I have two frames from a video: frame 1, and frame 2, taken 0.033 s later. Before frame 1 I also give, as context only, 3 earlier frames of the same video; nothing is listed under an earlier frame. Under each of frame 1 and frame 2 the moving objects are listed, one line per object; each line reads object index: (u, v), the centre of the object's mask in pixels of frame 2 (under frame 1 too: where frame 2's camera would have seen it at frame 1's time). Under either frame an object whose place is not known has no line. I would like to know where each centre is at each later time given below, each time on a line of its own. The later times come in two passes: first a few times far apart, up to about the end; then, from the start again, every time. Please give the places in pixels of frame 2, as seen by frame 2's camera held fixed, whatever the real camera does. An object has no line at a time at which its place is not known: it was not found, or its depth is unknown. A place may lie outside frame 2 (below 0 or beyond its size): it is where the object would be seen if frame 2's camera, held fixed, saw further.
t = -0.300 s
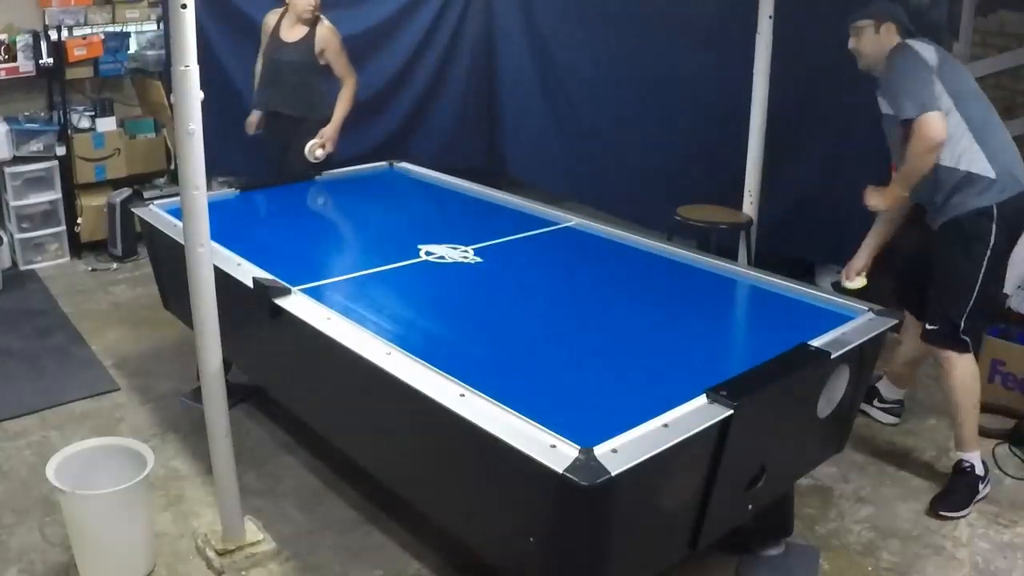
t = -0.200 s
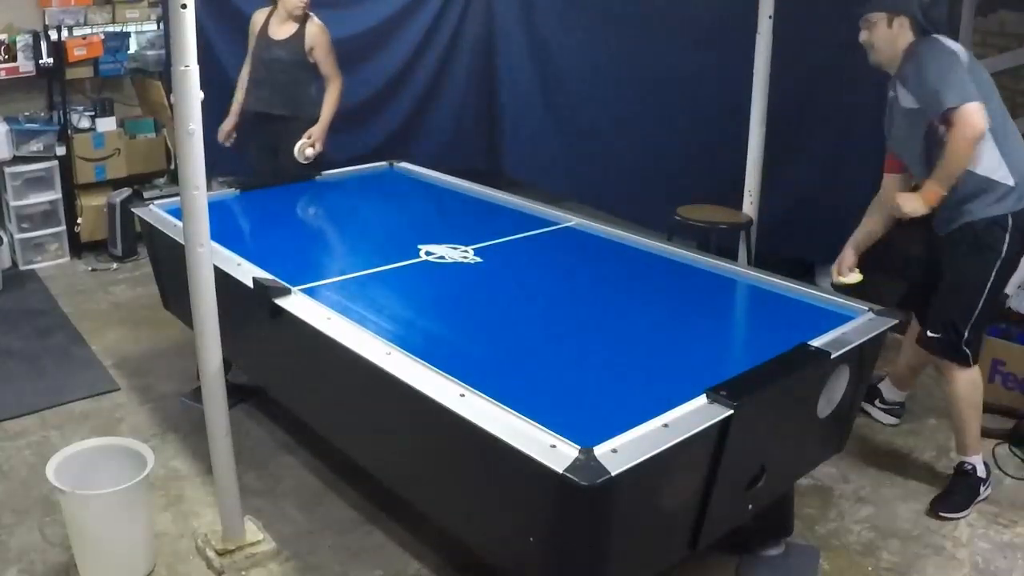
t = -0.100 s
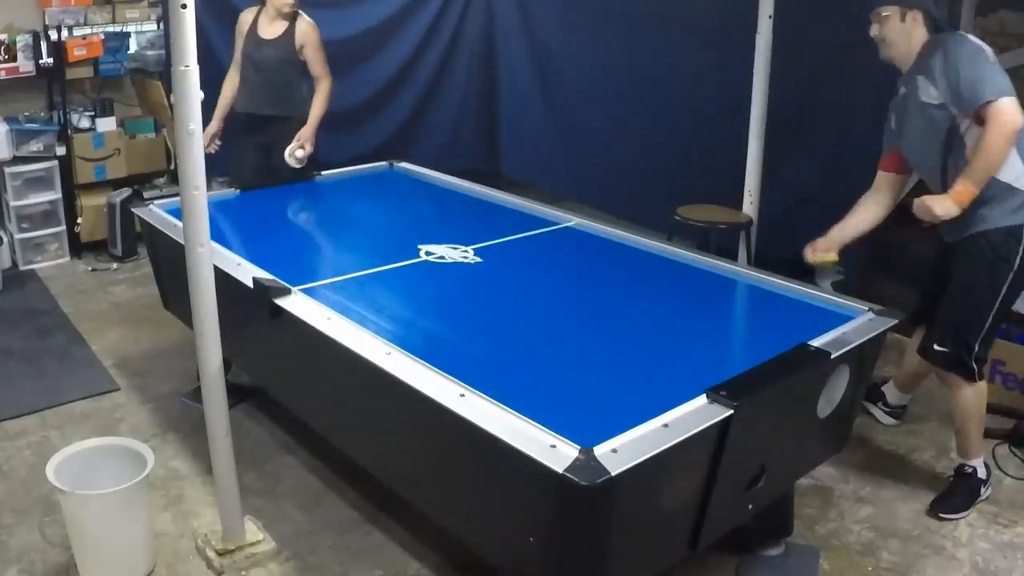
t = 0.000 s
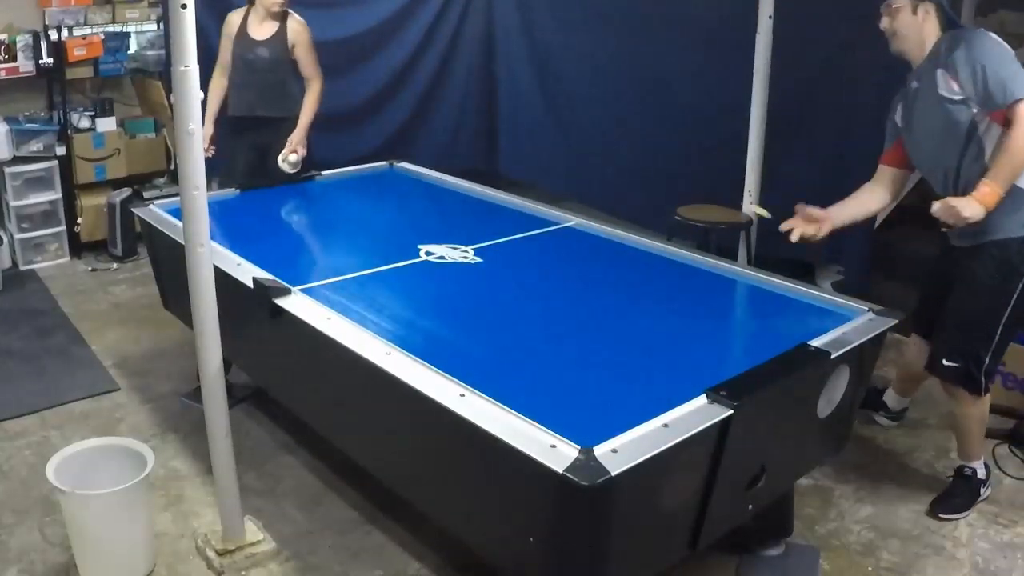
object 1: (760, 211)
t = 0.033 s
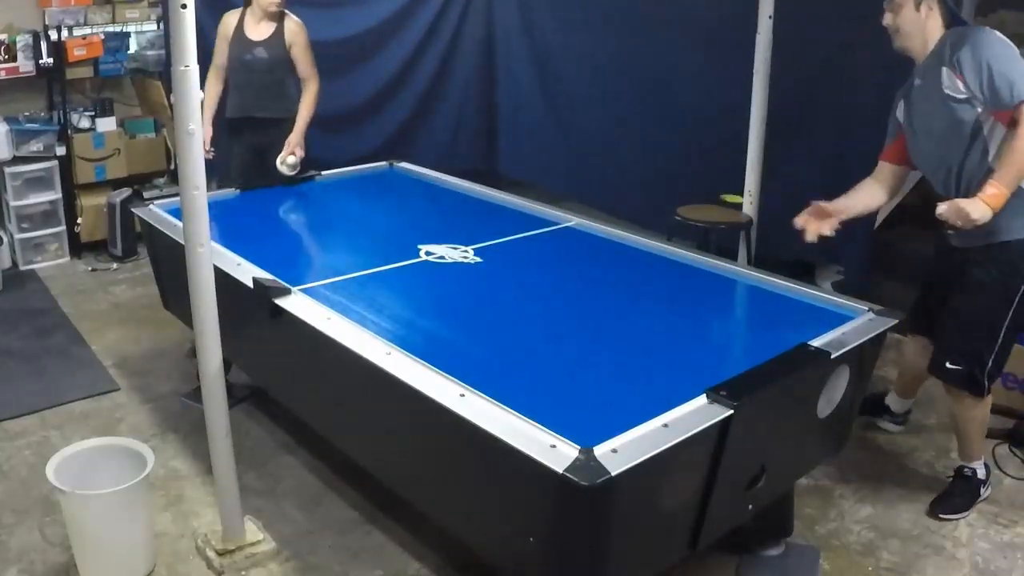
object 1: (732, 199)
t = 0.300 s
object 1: (562, 236)
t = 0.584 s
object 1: (428, 213)
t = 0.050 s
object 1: (724, 196)
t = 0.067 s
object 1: (714, 193)
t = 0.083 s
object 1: (703, 192)
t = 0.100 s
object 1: (690, 191)
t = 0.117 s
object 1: (680, 190)
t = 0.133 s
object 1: (670, 191)
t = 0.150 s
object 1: (658, 192)
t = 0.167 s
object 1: (647, 194)
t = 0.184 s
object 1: (637, 197)
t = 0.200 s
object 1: (625, 202)
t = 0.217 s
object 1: (615, 206)
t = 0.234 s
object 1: (605, 210)
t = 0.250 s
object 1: (594, 216)
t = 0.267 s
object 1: (581, 221)
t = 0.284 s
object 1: (574, 231)
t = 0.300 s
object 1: (562, 236)
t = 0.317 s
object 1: (555, 234)
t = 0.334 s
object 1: (545, 227)
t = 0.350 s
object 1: (536, 222)
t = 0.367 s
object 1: (528, 218)
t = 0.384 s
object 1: (520, 216)
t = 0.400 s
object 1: (512, 213)
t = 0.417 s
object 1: (505, 211)
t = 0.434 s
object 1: (496, 210)
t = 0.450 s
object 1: (487, 210)
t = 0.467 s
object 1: (478, 211)
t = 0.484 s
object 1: (471, 212)
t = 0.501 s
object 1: (464, 214)
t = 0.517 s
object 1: (457, 216)
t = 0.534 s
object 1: (449, 219)
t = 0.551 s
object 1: (441, 219)
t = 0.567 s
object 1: (435, 216)
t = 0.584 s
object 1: (428, 213)
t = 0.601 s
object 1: (422, 211)
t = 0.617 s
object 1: (415, 209)
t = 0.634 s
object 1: (407, 208)
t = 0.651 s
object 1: (401, 207)
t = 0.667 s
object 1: (394, 208)
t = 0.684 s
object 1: (389, 209)
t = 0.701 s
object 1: (382, 209)
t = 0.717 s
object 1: (376, 209)
